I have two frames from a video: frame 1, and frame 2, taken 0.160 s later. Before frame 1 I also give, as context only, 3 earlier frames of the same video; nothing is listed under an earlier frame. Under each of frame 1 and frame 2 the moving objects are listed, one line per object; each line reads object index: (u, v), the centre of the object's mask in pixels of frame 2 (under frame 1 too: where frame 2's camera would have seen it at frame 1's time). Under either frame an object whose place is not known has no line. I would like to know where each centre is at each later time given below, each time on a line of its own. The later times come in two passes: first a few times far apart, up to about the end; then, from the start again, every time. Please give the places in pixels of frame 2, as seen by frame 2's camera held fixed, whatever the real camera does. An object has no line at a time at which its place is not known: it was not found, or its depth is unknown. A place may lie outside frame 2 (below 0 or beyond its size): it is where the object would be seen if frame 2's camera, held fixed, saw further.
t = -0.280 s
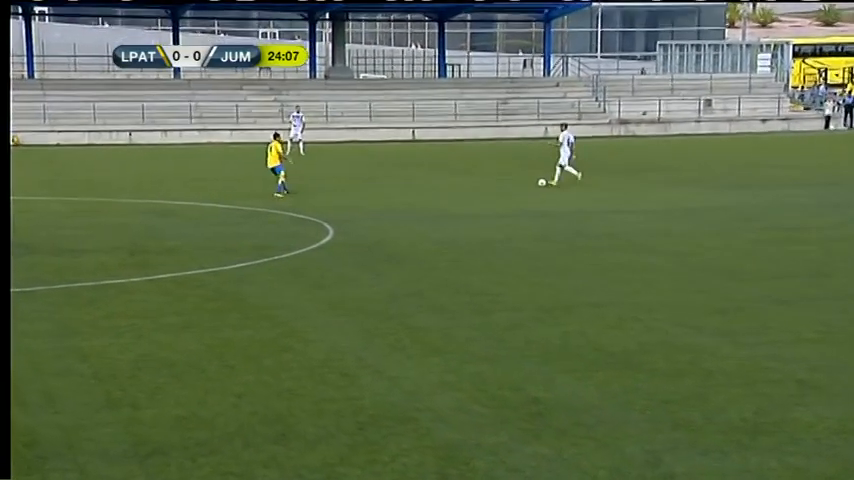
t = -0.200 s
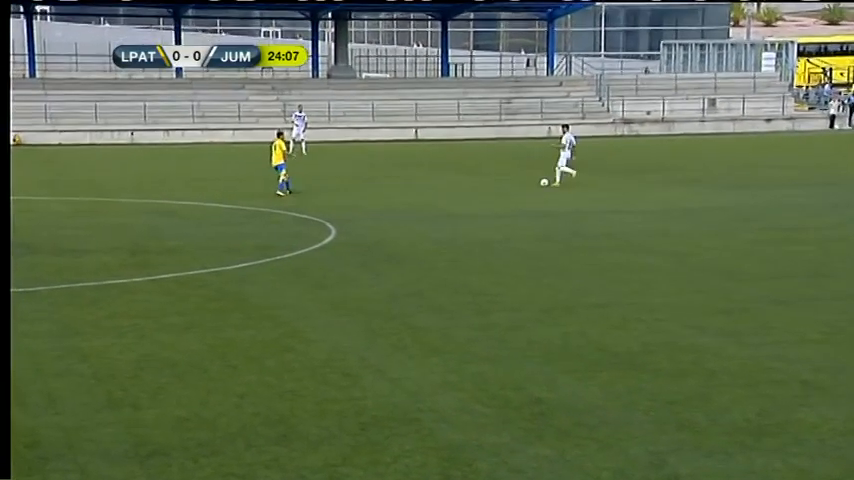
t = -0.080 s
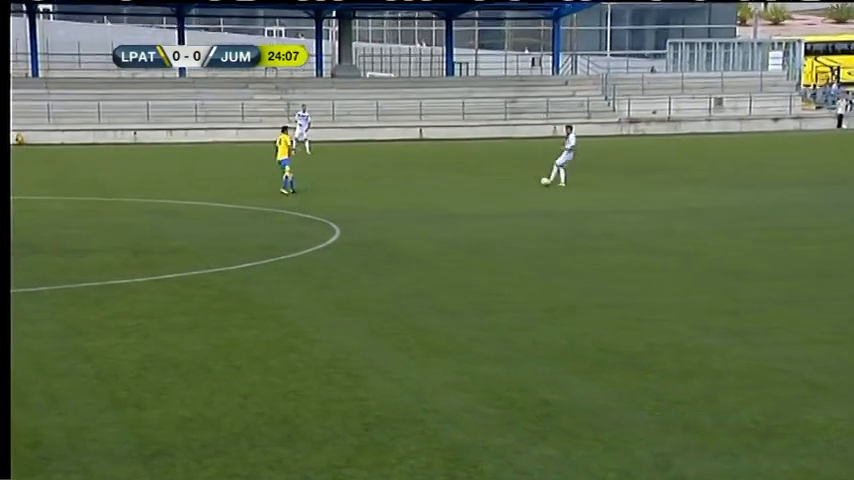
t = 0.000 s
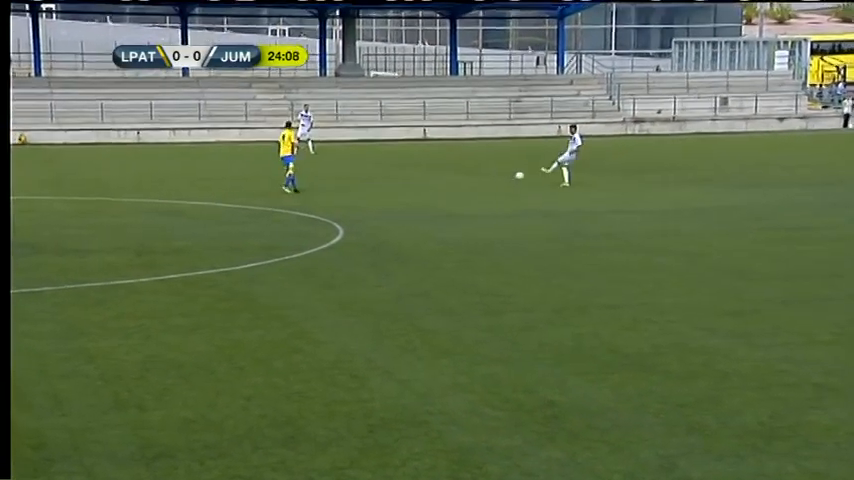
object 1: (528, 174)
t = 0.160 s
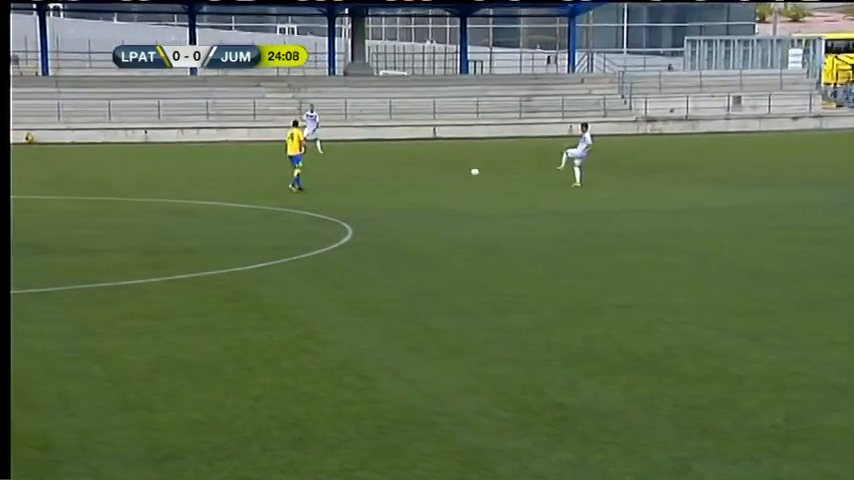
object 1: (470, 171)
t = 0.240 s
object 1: (449, 172)
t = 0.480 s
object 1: (392, 164)
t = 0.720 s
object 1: (345, 159)
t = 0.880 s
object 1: (319, 158)
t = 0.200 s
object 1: (461, 172)
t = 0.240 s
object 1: (449, 172)
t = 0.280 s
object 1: (439, 170)
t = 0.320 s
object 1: (429, 167)
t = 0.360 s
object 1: (419, 166)
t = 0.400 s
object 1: (410, 164)
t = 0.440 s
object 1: (401, 163)
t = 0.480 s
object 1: (392, 164)
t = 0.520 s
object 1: (382, 164)
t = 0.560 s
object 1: (373, 166)
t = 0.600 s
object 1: (365, 167)
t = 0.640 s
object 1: (358, 164)
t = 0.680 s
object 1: (351, 161)
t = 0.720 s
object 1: (345, 159)
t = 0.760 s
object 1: (338, 157)
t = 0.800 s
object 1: (332, 158)
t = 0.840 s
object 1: (326, 157)
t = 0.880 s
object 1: (319, 158)
